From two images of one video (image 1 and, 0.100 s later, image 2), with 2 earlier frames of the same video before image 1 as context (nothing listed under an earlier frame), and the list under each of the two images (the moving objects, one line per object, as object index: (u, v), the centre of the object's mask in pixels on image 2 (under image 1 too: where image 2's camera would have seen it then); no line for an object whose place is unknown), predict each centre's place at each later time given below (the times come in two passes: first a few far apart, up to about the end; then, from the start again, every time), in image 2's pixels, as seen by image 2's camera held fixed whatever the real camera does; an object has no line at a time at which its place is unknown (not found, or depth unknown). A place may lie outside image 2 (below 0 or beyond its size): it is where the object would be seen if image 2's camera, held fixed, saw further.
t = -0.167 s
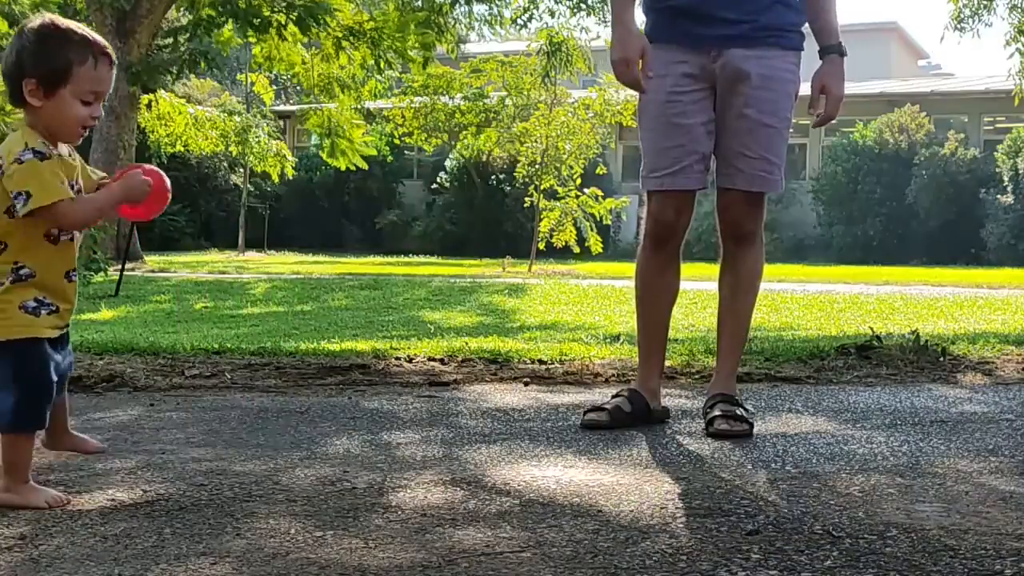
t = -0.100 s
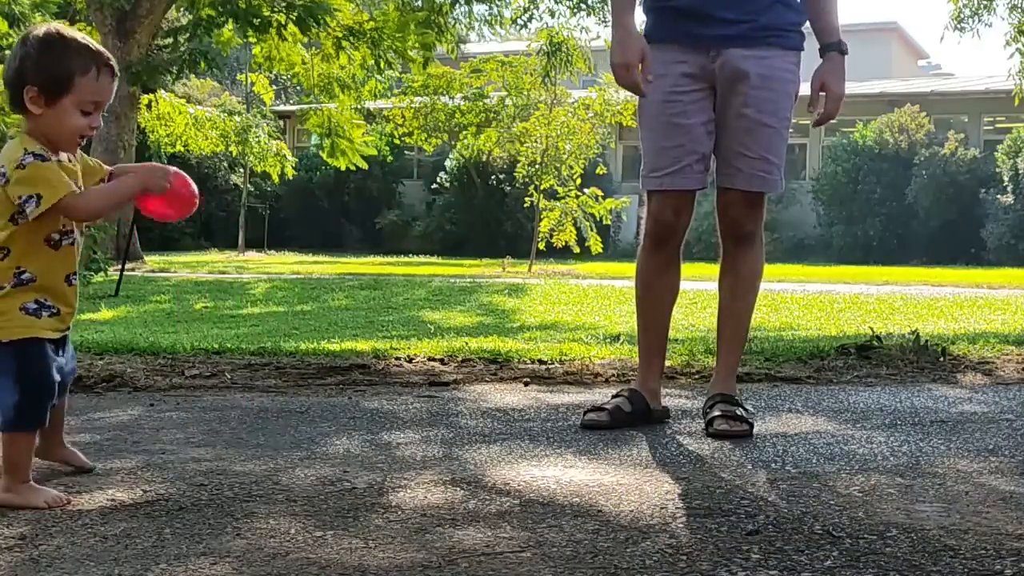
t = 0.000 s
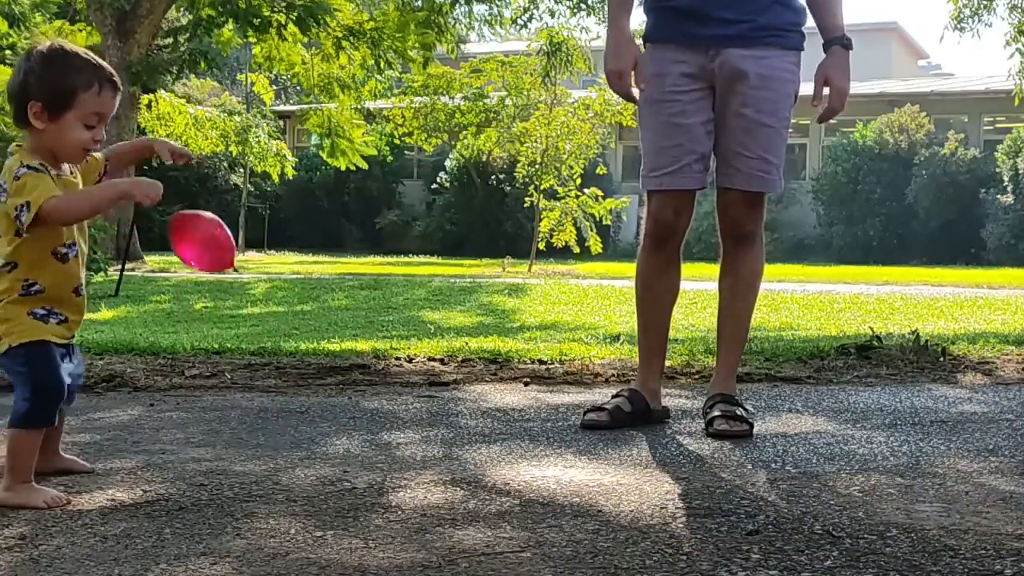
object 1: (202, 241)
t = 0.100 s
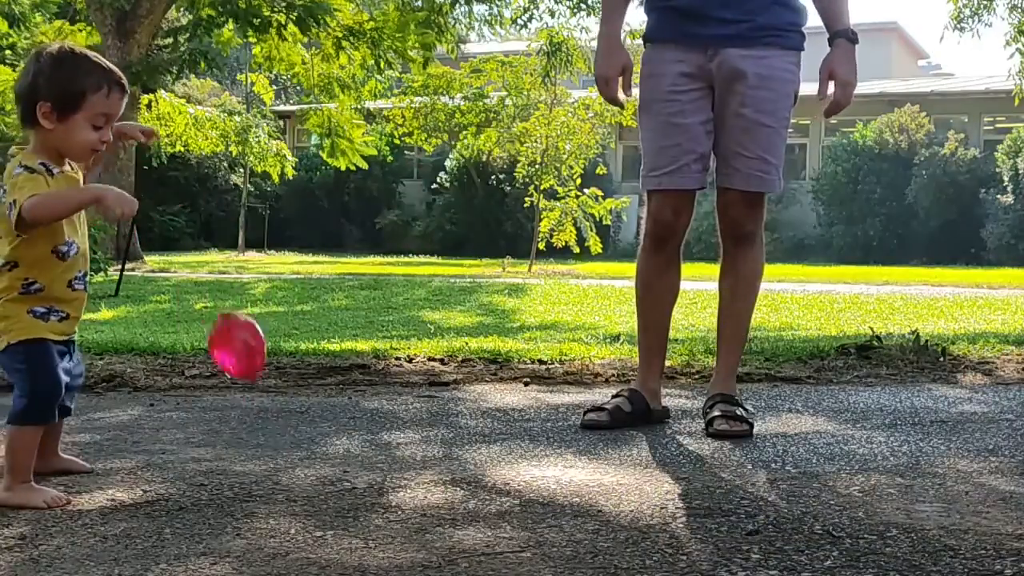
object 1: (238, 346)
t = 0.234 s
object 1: (283, 464)
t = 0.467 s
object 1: (353, 456)
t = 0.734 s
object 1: (372, 451)
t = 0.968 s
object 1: (397, 435)
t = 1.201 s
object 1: (390, 434)
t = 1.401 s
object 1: (403, 432)
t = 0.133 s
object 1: (250, 394)
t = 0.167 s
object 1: (260, 447)
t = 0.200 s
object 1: (272, 480)
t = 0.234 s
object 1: (283, 464)
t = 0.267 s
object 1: (295, 449)
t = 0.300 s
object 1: (305, 435)
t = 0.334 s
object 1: (314, 428)
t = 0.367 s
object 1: (324, 428)
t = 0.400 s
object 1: (333, 431)
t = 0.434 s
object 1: (344, 443)
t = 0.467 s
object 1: (353, 456)
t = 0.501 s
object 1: (356, 455)
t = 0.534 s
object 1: (361, 443)
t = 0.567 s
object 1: (363, 435)
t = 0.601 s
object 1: (364, 432)
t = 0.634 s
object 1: (365, 434)
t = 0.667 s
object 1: (366, 441)
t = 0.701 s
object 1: (368, 449)
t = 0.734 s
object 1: (372, 451)
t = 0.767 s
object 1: (379, 445)
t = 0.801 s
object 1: (383, 441)
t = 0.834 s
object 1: (389, 441)
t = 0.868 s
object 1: (393, 444)
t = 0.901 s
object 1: (396, 443)
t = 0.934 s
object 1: (397, 438)
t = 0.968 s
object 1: (397, 435)
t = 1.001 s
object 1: (396, 436)
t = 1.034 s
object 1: (397, 440)
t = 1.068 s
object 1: (396, 441)
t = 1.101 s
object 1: (395, 438)
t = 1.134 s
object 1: (393, 435)
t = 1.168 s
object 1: (391, 434)
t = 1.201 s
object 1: (390, 434)
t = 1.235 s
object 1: (390, 434)
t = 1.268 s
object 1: (392, 432)
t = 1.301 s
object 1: (394, 431)
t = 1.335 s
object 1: (398, 432)
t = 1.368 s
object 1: (400, 433)
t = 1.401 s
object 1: (403, 432)
